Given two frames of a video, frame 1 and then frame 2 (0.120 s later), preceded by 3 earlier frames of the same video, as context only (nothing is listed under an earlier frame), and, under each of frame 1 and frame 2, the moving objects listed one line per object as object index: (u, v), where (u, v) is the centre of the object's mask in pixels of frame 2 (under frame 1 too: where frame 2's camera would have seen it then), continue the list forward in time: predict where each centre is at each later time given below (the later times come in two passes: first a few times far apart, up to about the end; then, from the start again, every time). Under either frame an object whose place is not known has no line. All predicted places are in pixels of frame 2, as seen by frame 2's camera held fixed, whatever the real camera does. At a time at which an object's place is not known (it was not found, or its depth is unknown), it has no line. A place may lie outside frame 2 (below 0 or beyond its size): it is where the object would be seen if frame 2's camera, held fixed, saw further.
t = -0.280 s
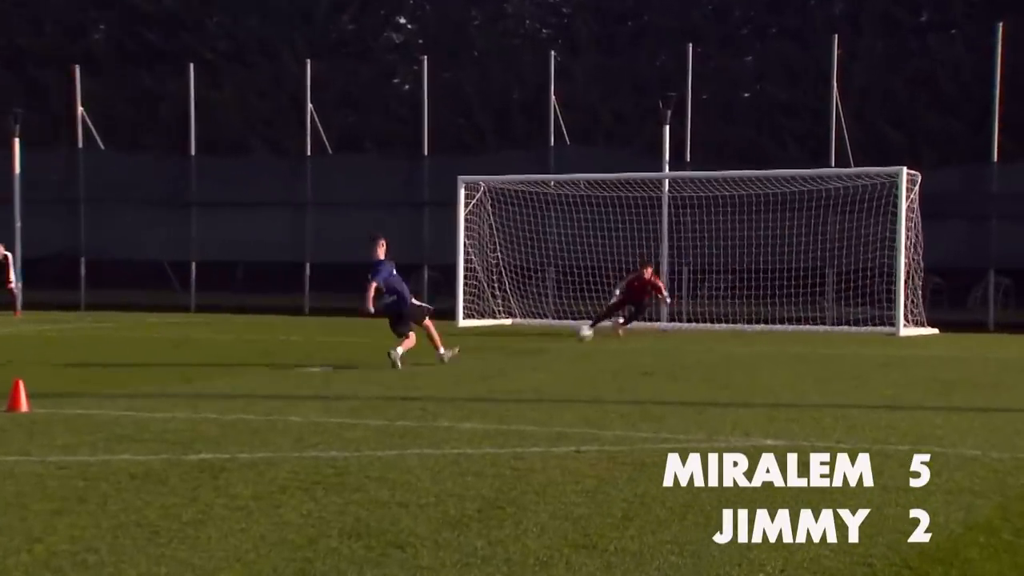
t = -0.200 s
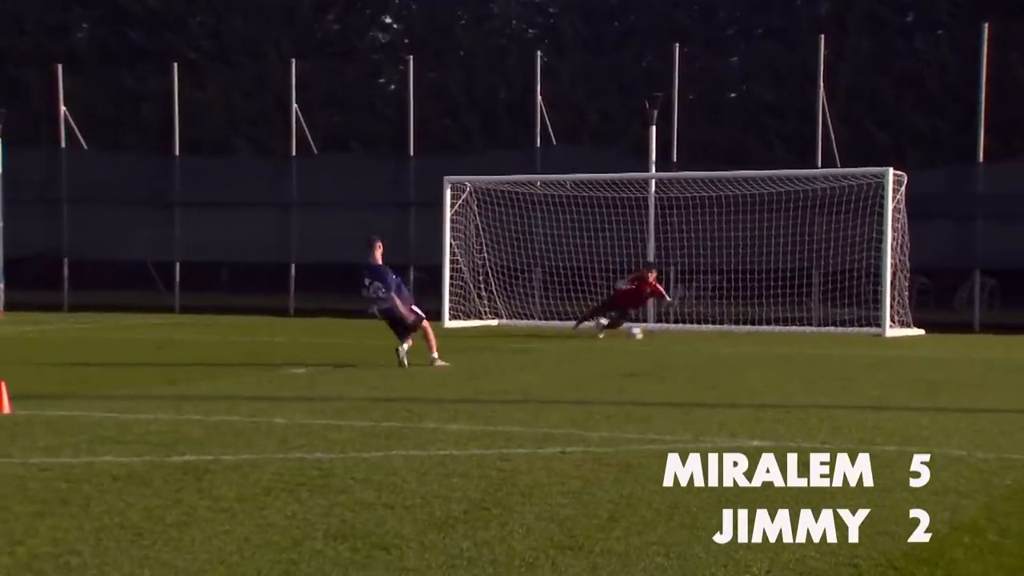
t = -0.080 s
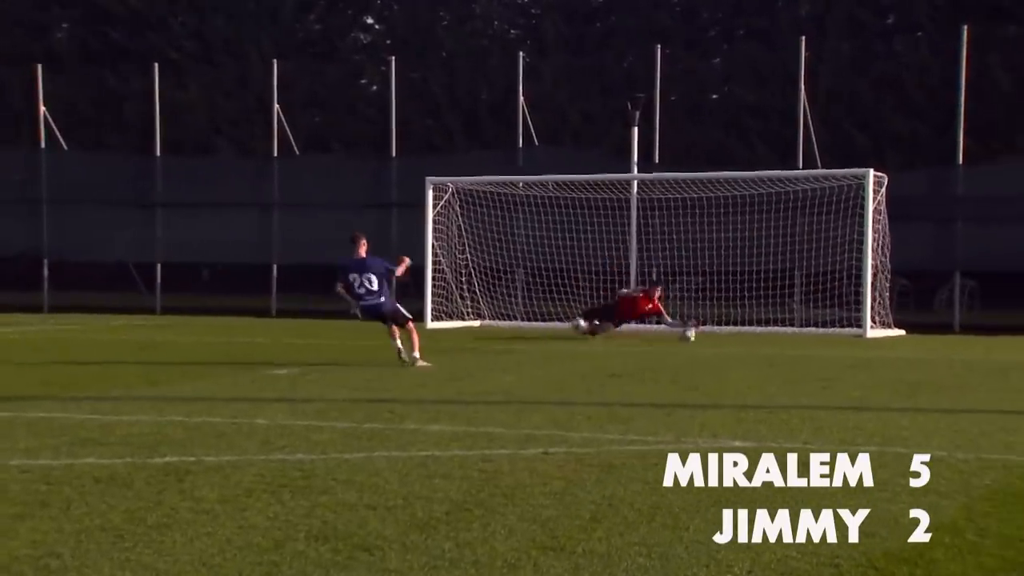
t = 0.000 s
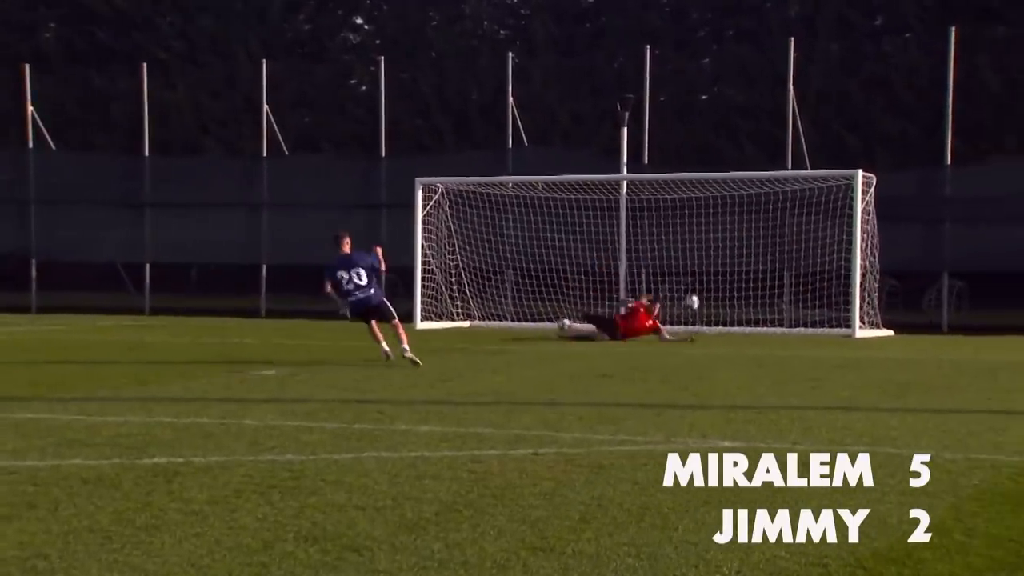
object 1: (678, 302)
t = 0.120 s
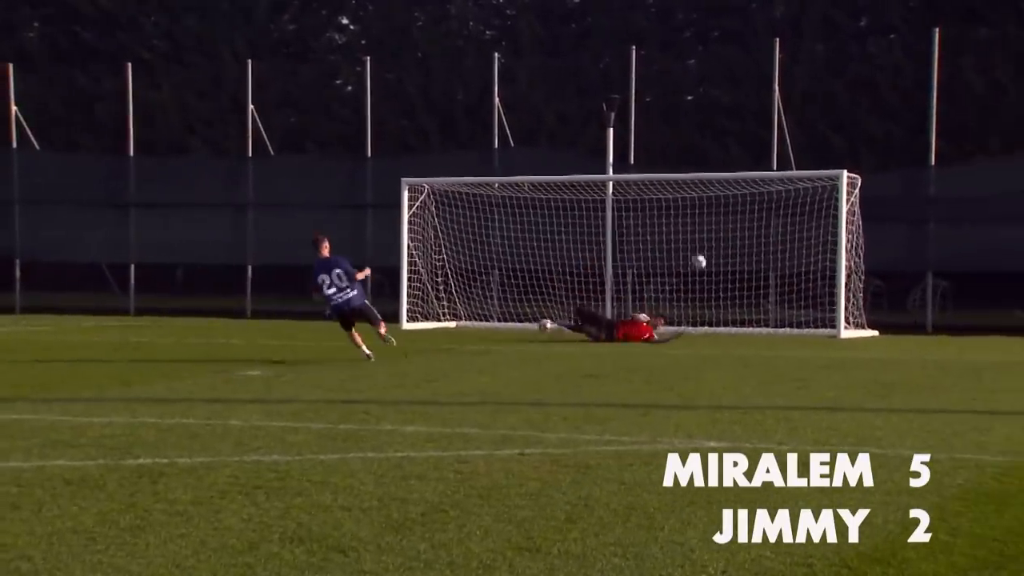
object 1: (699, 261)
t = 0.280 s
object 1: (725, 224)
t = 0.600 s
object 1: (775, 202)
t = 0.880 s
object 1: (814, 236)
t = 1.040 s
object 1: (830, 274)
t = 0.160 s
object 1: (704, 251)
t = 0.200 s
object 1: (711, 240)
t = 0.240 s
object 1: (718, 232)
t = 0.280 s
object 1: (725, 224)
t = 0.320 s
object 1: (731, 219)
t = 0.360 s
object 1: (739, 212)
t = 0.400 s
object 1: (745, 208)
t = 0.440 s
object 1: (751, 205)
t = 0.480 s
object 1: (757, 203)
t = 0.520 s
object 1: (764, 201)
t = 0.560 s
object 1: (769, 201)
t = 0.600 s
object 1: (775, 202)
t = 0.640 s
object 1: (781, 204)
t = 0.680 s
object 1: (788, 207)
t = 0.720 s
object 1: (793, 211)
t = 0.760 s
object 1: (798, 216)
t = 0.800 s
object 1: (802, 222)
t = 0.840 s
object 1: (809, 228)
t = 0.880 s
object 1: (814, 236)
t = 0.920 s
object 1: (820, 244)
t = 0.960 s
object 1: (825, 254)
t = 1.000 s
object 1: (828, 264)
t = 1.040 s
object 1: (830, 274)
